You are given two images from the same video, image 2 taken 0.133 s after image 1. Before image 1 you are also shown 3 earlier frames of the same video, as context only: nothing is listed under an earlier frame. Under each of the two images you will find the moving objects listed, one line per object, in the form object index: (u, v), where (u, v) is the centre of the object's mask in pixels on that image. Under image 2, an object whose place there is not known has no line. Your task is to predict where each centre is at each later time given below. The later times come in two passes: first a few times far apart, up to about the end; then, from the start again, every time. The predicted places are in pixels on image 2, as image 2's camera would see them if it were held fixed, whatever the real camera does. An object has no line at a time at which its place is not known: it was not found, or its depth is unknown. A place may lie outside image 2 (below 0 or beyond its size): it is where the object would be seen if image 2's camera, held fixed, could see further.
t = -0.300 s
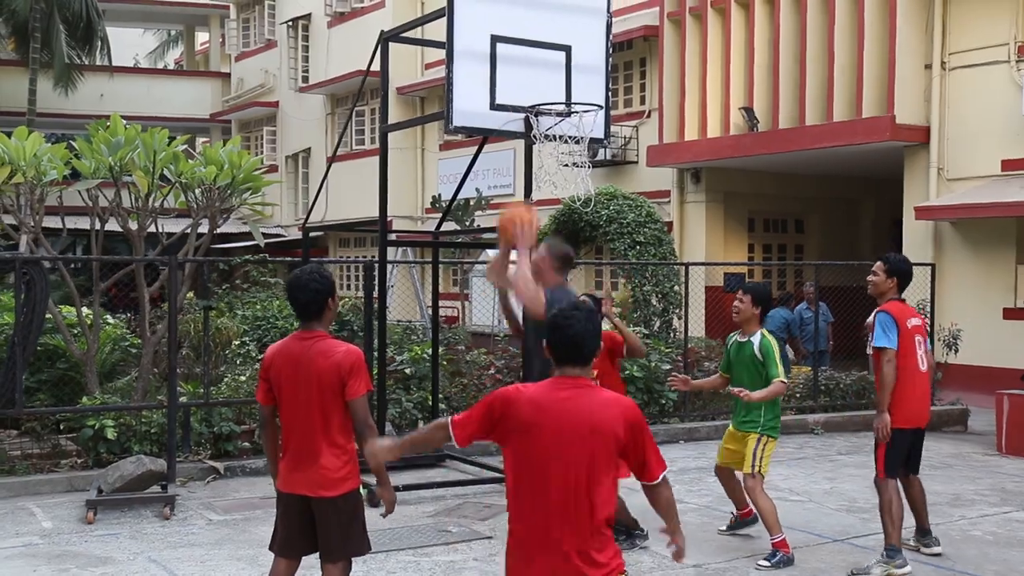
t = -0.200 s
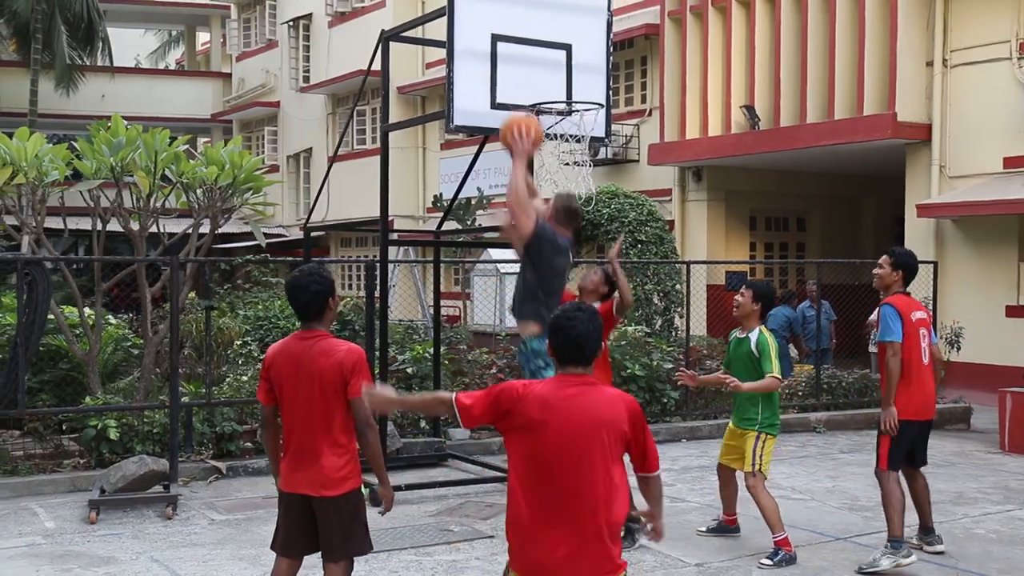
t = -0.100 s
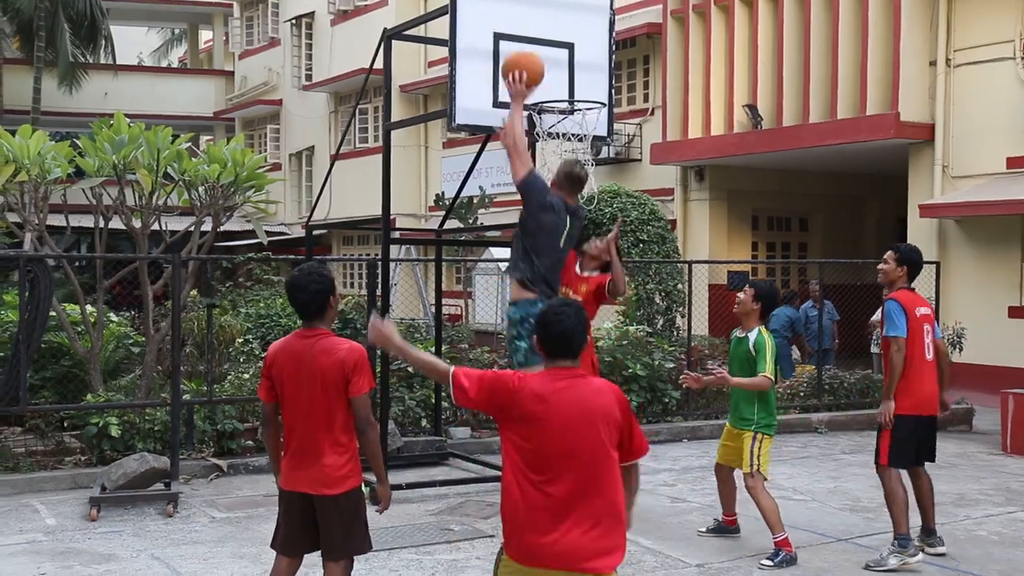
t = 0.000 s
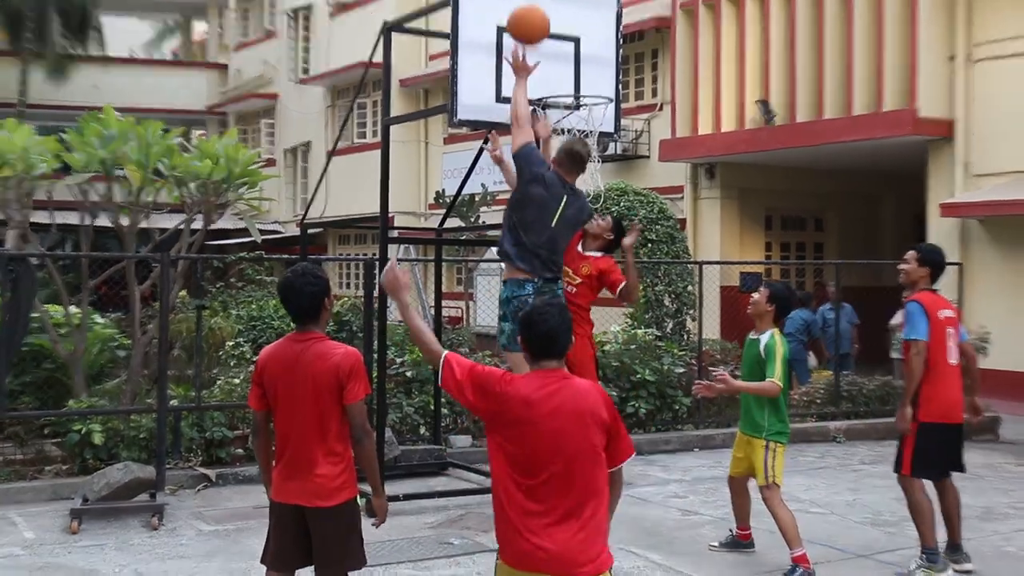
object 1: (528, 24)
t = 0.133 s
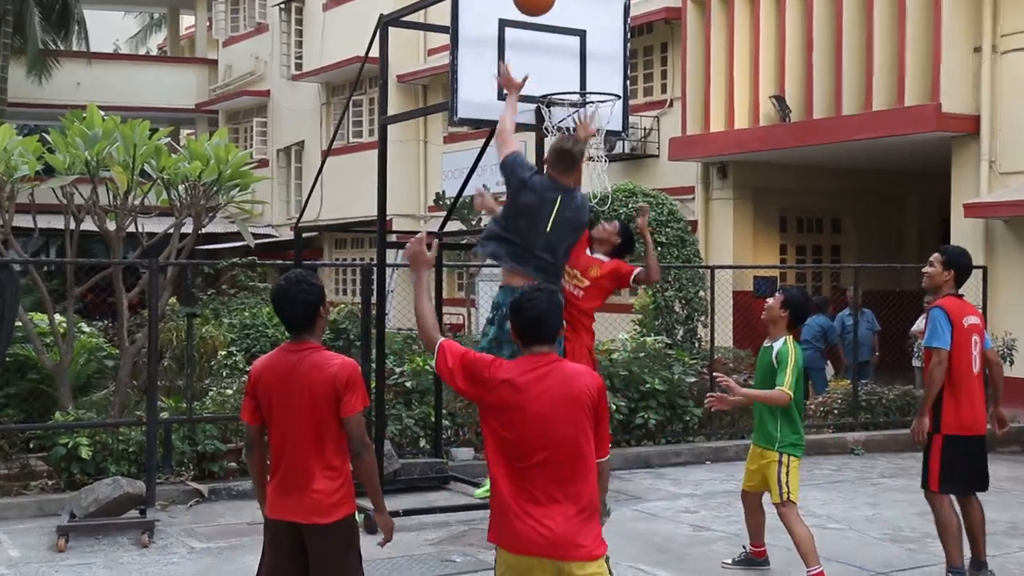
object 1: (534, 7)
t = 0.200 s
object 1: (535, 1)
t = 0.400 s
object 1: (538, 39)
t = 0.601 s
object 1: (565, 63)
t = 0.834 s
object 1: (613, 69)
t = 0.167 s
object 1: (534, 3)
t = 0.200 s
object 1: (535, 1)
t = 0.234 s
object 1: (535, 2)
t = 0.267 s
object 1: (536, 4)
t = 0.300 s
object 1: (537, 7)
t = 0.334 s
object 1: (537, 16)
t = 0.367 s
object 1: (537, 27)
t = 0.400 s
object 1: (538, 39)
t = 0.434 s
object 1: (538, 53)
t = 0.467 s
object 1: (542, 63)
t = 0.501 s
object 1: (546, 74)
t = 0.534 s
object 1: (552, 75)
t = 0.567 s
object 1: (559, 68)
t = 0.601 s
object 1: (565, 63)
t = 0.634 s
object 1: (572, 60)
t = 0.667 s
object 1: (578, 59)
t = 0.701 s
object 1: (585, 59)
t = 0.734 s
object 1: (592, 62)
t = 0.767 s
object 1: (599, 66)
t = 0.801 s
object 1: (605, 68)
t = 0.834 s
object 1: (613, 69)
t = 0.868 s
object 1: (620, 73)
